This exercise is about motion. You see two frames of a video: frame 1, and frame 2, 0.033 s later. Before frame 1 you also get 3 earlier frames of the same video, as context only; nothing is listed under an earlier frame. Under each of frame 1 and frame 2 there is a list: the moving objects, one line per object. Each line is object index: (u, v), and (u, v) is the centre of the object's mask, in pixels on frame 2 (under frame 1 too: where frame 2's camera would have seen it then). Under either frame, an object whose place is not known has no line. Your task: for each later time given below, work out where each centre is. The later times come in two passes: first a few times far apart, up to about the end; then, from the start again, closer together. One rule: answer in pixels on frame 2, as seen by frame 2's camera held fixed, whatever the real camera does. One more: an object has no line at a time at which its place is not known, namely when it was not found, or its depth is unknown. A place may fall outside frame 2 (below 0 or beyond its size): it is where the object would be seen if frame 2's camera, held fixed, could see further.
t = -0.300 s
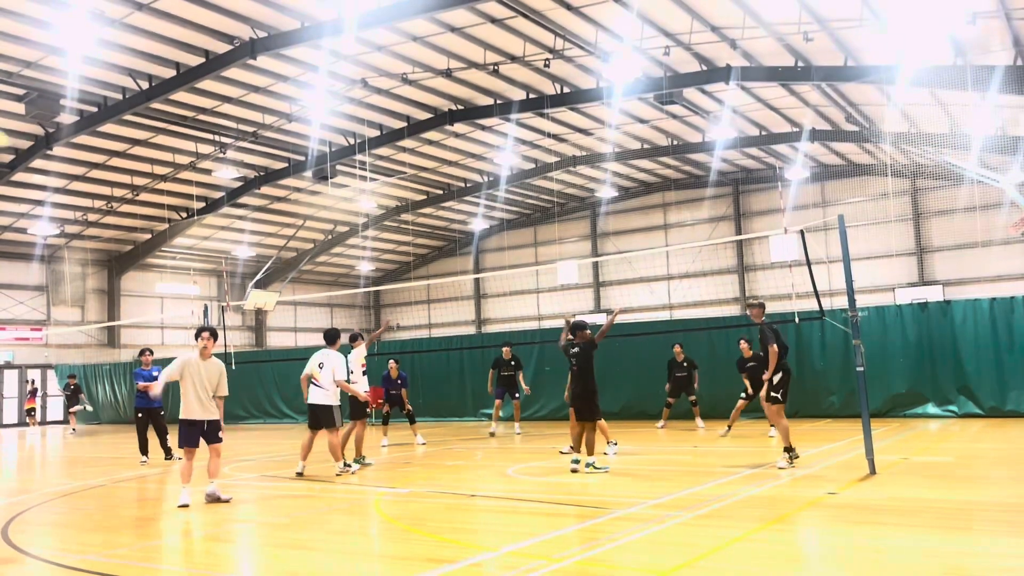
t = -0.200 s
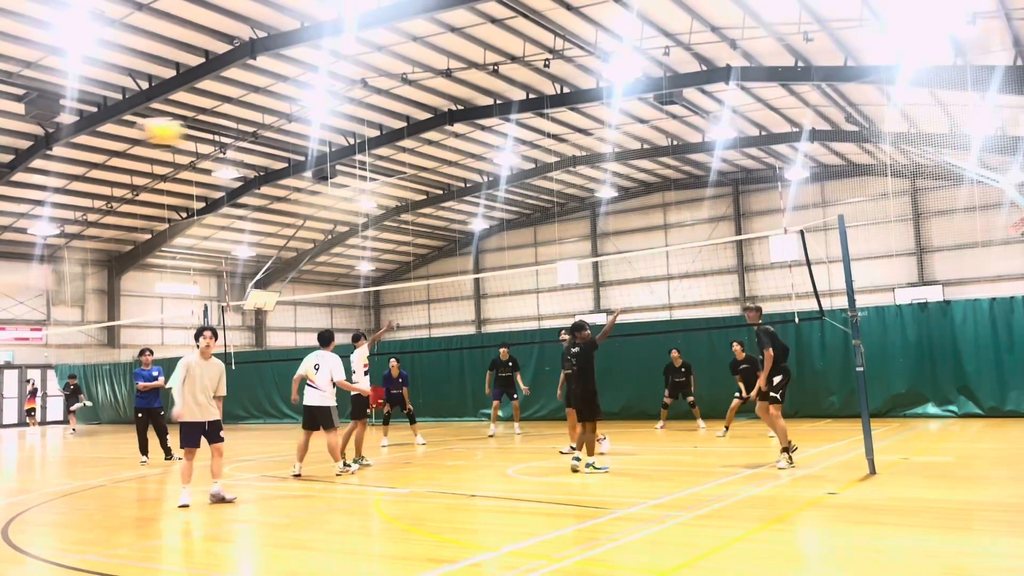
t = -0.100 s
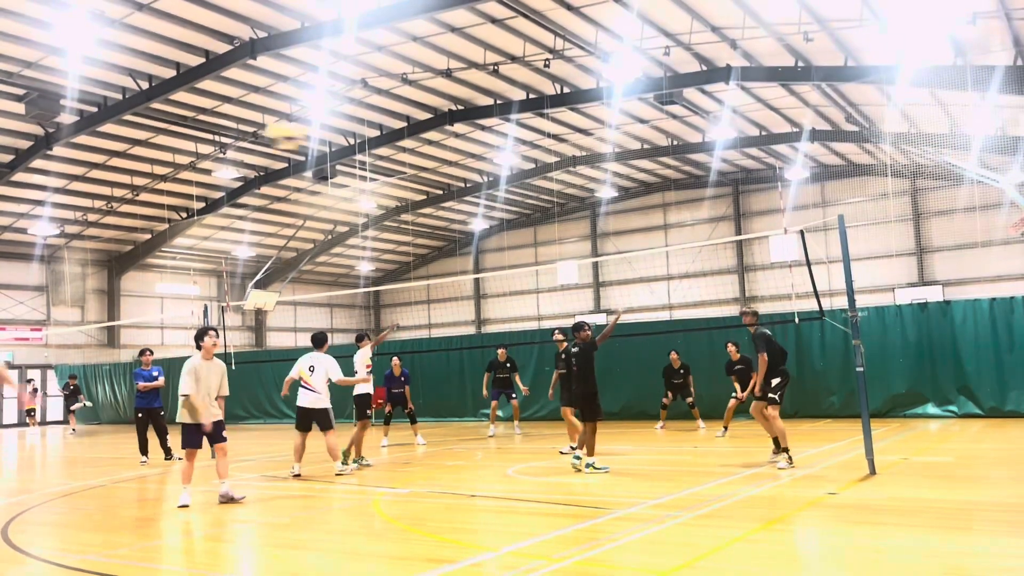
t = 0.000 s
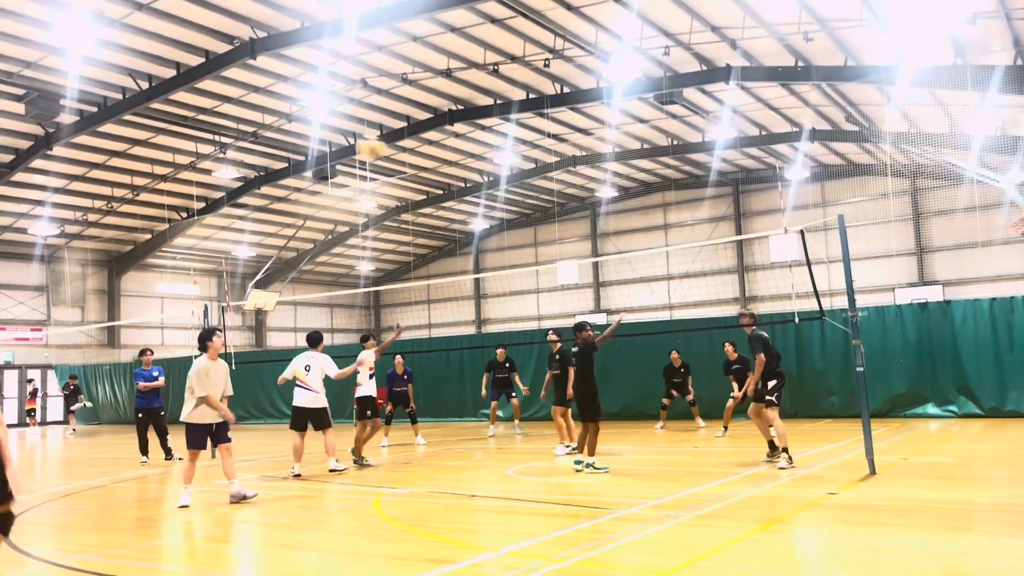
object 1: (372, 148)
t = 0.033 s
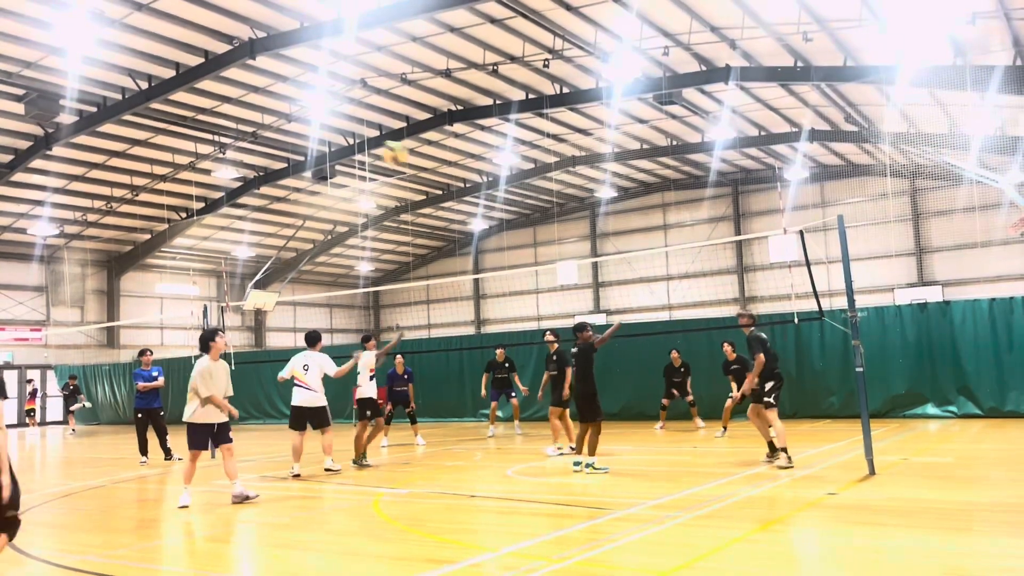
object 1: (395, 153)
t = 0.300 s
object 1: (526, 207)
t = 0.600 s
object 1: (612, 285)
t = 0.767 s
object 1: (648, 336)
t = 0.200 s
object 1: (486, 189)
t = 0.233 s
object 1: (500, 195)
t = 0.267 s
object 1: (515, 199)
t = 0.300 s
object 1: (526, 207)
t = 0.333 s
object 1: (538, 215)
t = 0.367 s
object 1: (549, 224)
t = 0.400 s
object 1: (559, 232)
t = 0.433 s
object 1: (569, 241)
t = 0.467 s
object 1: (579, 249)
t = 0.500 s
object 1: (588, 258)
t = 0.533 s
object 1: (597, 269)
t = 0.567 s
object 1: (604, 278)
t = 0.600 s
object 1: (612, 285)
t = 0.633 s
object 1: (621, 297)
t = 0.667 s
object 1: (628, 307)
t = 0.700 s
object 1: (634, 315)
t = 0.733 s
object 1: (642, 326)
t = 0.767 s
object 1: (648, 336)
